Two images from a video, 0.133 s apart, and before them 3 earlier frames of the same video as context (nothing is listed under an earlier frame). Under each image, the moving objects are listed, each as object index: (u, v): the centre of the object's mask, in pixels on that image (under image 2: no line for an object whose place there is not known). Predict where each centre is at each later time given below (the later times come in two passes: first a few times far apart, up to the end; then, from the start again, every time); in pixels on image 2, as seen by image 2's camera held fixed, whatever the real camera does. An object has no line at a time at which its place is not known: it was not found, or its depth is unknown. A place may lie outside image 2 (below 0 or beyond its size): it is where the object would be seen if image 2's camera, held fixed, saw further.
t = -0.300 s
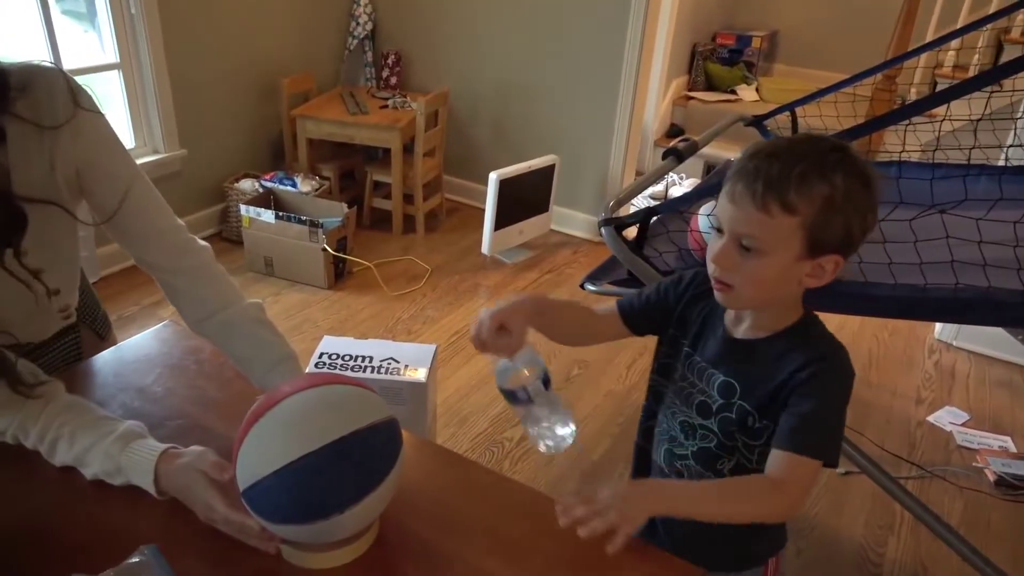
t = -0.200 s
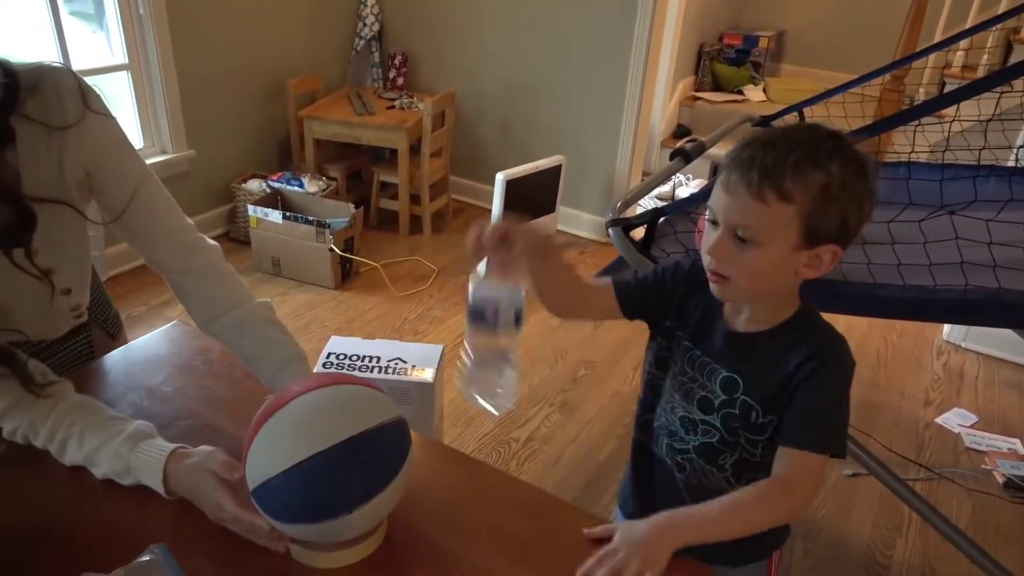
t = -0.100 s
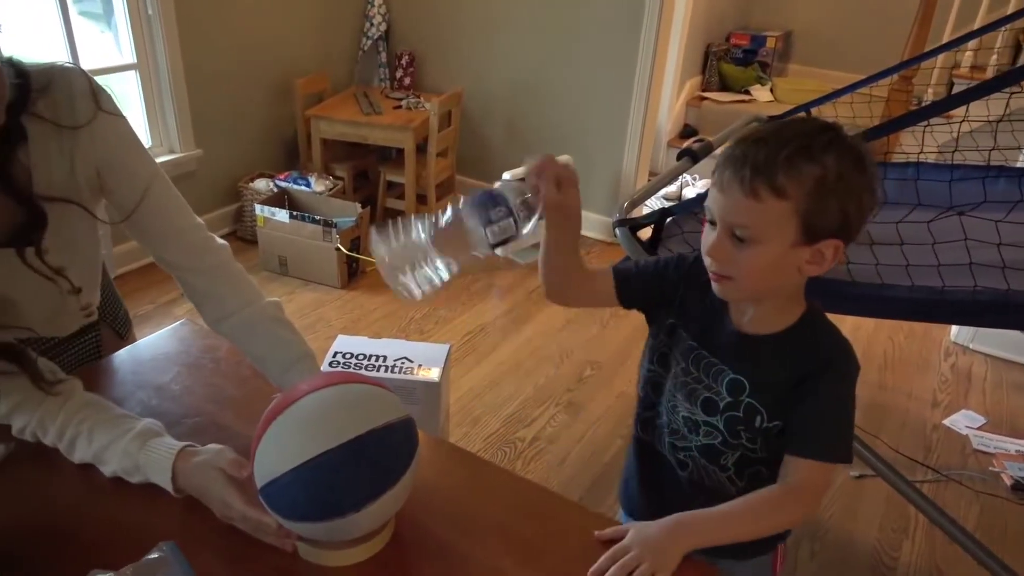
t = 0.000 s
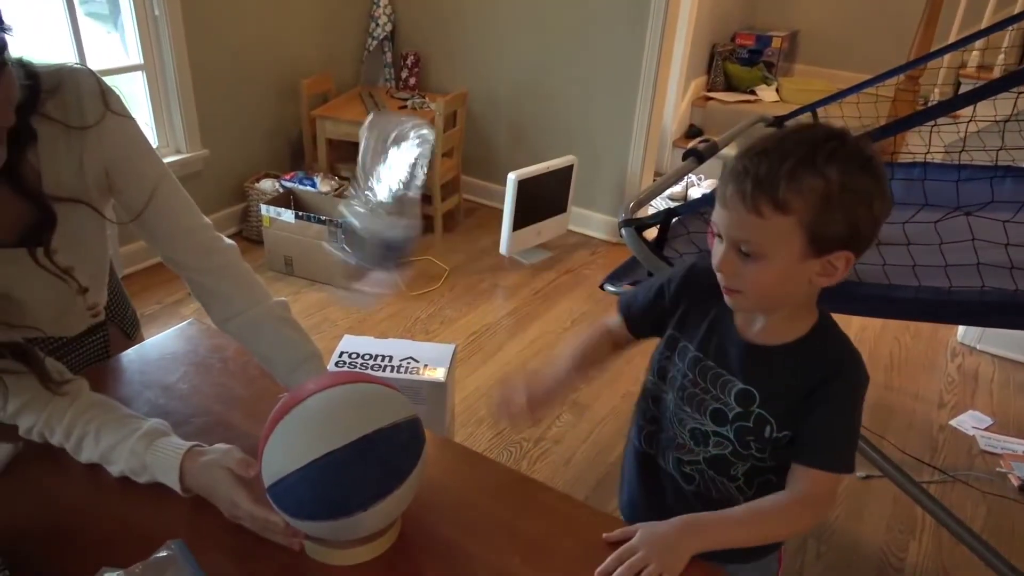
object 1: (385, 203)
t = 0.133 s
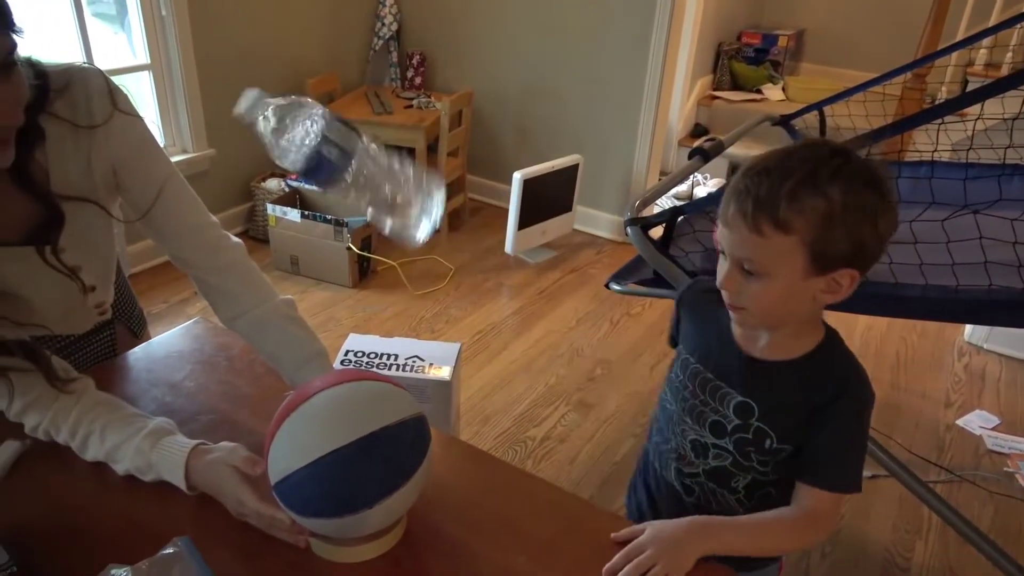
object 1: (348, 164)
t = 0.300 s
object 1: (375, 280)
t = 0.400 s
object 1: (409, 296)
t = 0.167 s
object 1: (352, 194)
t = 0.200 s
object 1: (356, 234)
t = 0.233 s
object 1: (359, 283)
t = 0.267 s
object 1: (365, 279)
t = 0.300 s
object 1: (375, 280)
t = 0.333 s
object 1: (386, 281)
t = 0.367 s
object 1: (398, 288)
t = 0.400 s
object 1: (409, 296)
